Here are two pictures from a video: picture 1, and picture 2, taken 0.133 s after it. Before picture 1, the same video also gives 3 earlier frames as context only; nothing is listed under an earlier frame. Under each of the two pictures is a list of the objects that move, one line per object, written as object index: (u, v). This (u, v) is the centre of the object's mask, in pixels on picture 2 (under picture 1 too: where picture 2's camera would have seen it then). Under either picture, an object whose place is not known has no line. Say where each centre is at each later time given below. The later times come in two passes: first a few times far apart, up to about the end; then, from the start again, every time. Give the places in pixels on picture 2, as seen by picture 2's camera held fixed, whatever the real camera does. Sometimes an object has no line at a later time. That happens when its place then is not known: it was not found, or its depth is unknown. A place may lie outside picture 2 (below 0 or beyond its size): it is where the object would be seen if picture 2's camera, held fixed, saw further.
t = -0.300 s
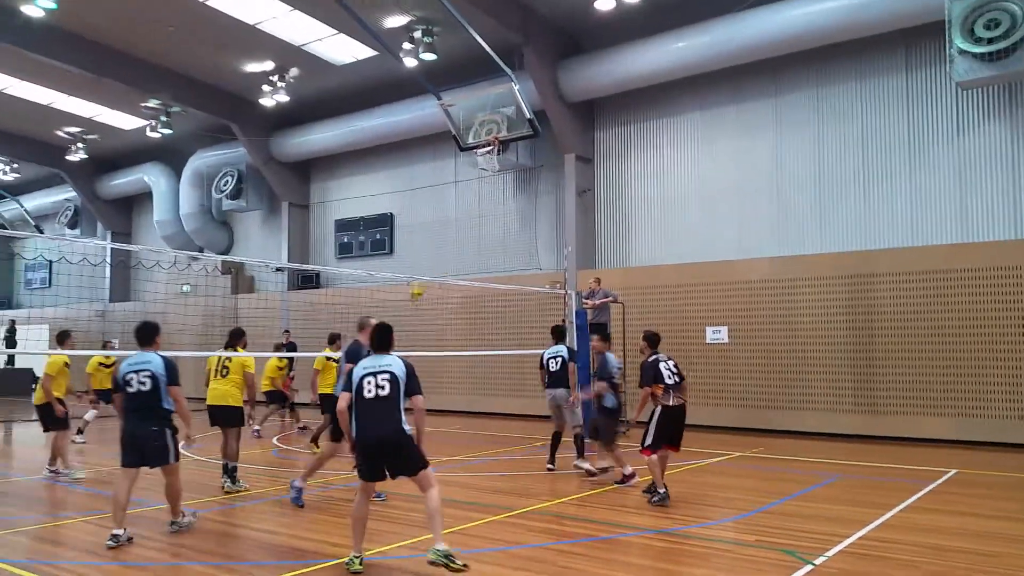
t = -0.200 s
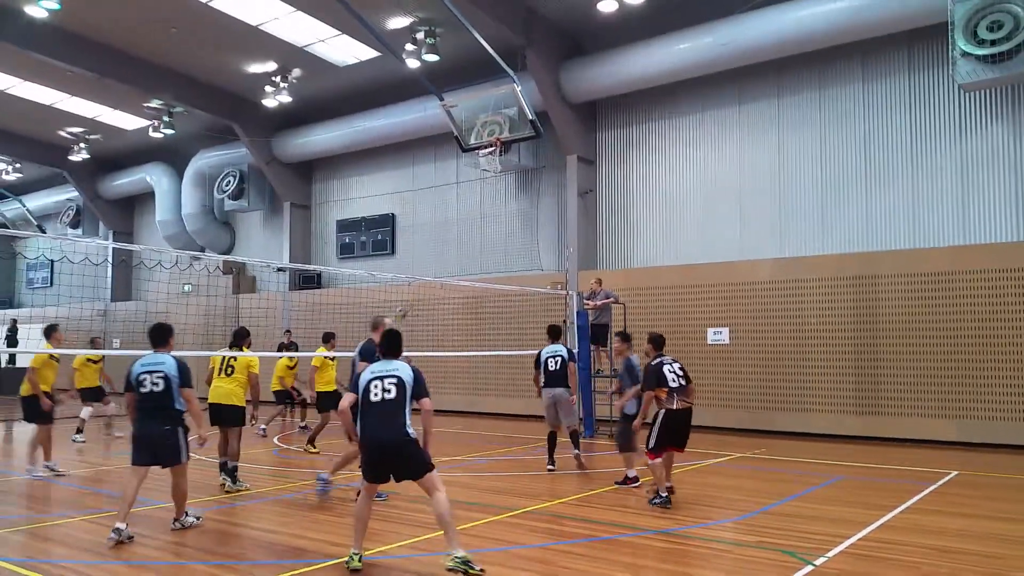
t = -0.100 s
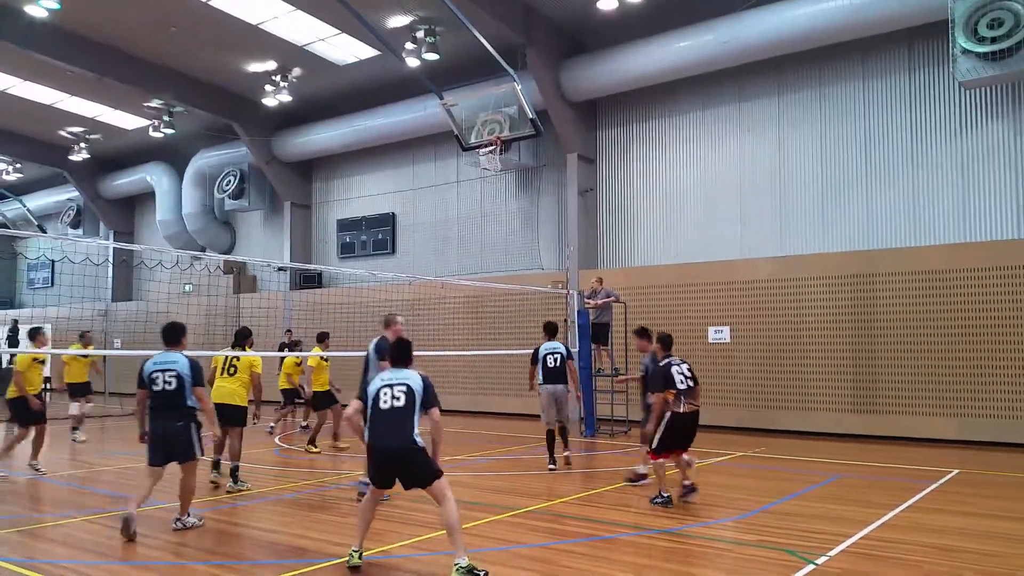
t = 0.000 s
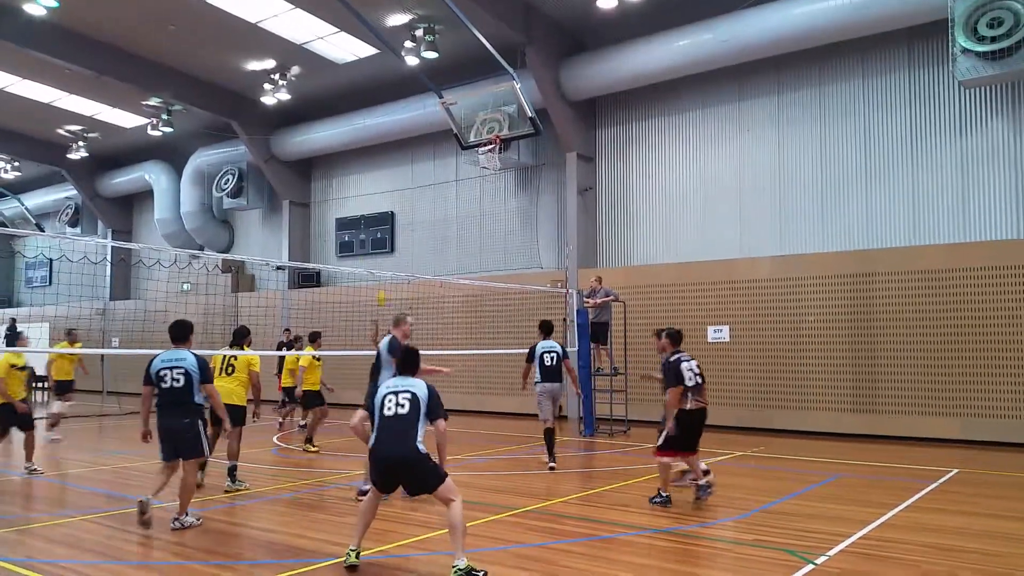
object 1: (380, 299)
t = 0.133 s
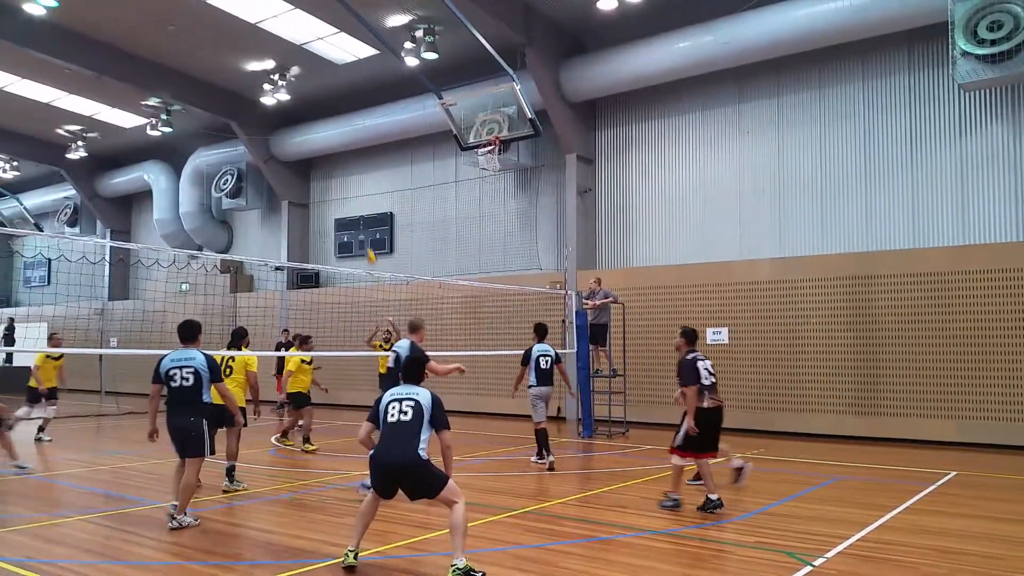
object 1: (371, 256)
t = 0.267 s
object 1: (363, 224)
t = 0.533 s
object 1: (345, 187)
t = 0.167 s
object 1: (370, 246)
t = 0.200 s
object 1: (366, 240)
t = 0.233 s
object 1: (365, 234)
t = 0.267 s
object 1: (363, 224)
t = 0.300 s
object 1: (361, 218)
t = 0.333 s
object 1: (358, 213)
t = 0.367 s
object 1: (356, 206)
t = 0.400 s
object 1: (354, 203)
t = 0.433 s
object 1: (352, 200)
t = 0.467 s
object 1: (349, 194)
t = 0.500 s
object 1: (347, 190)
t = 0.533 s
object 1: (345, 187)
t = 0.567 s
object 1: (342, 185)
